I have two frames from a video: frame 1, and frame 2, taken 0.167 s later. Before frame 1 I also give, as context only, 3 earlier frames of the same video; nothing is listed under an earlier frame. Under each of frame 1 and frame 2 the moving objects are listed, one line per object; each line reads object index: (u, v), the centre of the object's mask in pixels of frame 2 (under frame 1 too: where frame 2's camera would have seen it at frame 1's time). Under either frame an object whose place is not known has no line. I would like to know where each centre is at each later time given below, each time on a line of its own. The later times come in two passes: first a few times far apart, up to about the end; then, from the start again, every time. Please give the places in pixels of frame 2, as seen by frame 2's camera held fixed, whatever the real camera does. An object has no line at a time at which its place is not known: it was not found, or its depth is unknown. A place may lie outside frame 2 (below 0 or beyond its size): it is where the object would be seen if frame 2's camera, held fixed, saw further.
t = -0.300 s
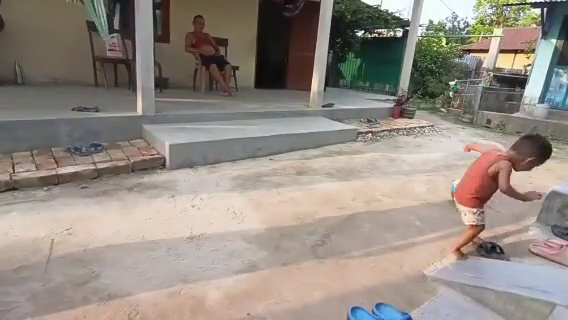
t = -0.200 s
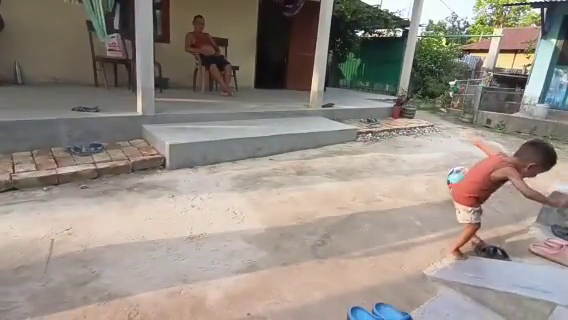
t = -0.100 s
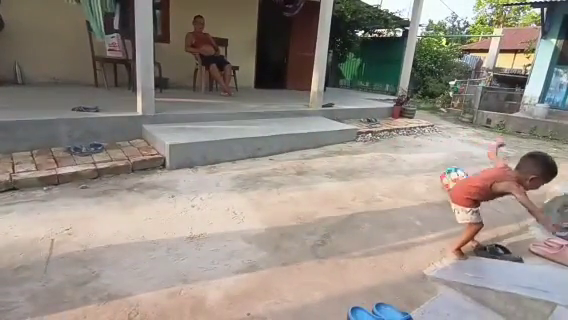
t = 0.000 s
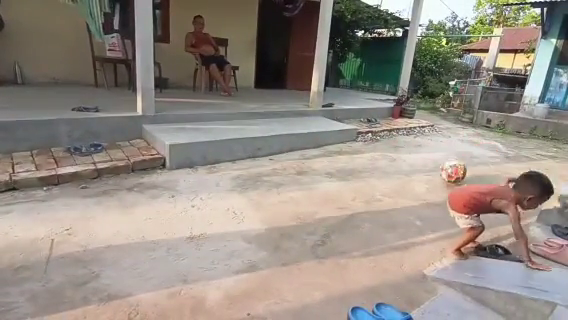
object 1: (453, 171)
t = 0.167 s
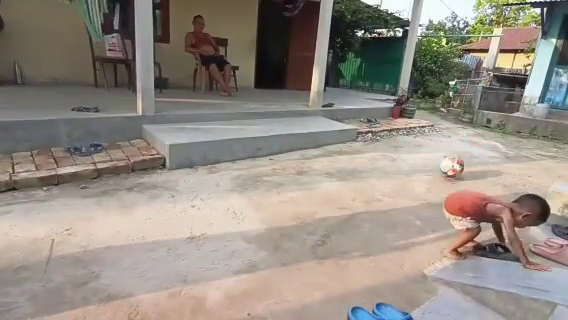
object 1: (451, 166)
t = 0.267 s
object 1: (451, 166)
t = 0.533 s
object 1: (461, 159)
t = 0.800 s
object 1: (473, 157)
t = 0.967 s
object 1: (481, 156)
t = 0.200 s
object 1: (451, 166)
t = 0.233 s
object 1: (451, 166)
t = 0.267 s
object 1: (451, 166)
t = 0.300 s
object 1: (452, 165)
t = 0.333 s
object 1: (453, 162)
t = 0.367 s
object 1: (454, 162)
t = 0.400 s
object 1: (456, 161)
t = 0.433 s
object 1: (456, 161)
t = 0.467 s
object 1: (457, 162)
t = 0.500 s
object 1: (459, 161)
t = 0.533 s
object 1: (461, 159)
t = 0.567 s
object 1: (462, 159)
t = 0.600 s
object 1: (463, 160)
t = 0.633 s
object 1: (465, 159)
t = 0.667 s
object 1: (466, 158)
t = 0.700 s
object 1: (468, 157)
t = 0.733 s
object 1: (469, 157)
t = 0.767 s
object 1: (471, 158)
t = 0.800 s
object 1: (473, 157)
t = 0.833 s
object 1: (475, 156)
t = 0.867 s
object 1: (477, 156)
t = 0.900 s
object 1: (478, 156)
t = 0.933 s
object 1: (479, 157)
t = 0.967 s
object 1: (481, 156)
